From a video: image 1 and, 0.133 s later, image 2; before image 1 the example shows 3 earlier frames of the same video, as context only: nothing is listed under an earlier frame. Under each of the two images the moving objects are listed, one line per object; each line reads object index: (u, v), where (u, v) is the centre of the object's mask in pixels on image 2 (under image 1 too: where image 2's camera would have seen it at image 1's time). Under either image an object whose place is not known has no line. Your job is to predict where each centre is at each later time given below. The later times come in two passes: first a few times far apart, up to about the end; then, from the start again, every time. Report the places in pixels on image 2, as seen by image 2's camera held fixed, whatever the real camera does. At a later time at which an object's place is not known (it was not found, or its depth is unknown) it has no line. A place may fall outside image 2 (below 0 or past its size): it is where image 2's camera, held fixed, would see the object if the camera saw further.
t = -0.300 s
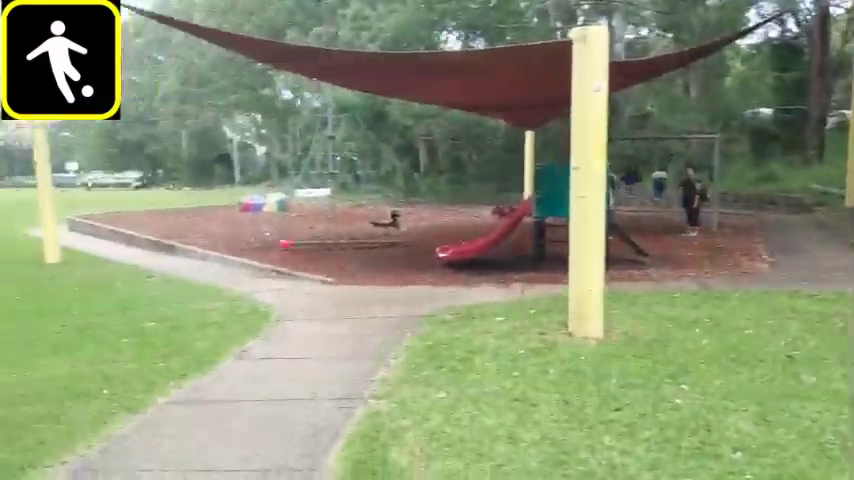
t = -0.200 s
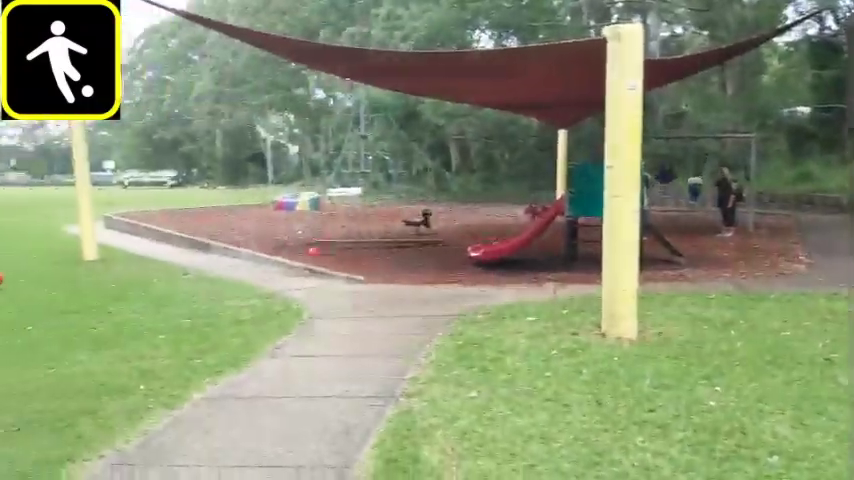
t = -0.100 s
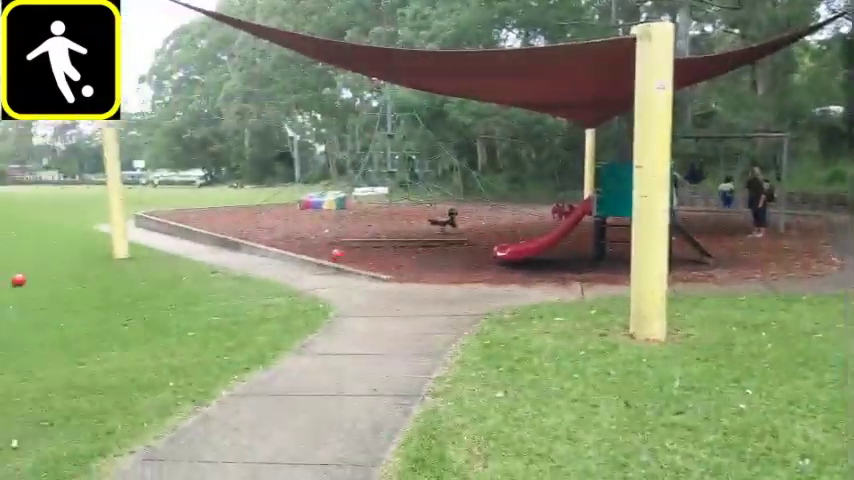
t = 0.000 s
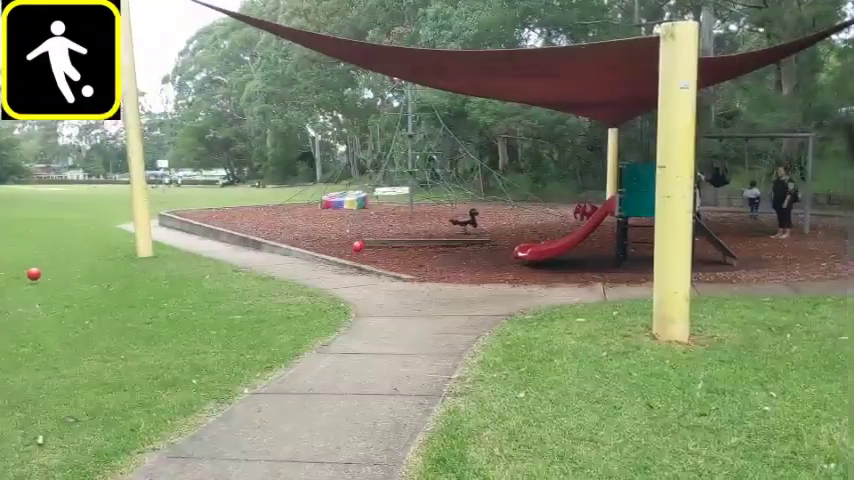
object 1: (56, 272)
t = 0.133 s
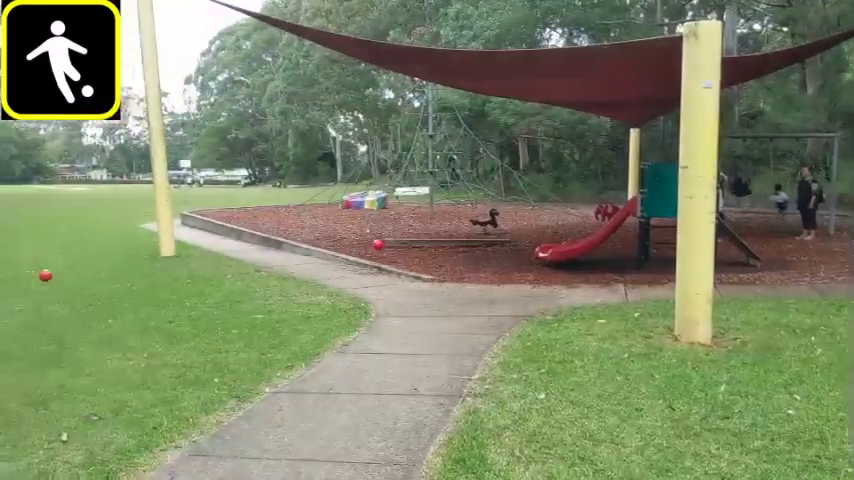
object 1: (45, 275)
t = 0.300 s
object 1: (33, 272)
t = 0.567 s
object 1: (15, 271)
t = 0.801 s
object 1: (2, 269)
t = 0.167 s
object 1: (42, 275)
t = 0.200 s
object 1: (40, 274)
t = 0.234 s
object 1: (37, 272)
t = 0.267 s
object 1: (35, 272)
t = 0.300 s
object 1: (33, 272)
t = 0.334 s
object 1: (31, 273)
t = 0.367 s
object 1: (28, 273)
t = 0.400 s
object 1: (26, 272)
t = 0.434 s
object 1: (23, 271)
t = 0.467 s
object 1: (22, 271)
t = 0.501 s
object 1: (19, 271)
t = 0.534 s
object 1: (18, 271)
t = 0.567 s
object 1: (15, 271)
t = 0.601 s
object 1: (13, 271)
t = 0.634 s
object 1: (11, 270)
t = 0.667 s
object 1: (9, 270)
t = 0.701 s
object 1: (7, 270)
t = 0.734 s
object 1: (6, 270)
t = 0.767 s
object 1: (4, 270)
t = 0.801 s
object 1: (2, 269)
